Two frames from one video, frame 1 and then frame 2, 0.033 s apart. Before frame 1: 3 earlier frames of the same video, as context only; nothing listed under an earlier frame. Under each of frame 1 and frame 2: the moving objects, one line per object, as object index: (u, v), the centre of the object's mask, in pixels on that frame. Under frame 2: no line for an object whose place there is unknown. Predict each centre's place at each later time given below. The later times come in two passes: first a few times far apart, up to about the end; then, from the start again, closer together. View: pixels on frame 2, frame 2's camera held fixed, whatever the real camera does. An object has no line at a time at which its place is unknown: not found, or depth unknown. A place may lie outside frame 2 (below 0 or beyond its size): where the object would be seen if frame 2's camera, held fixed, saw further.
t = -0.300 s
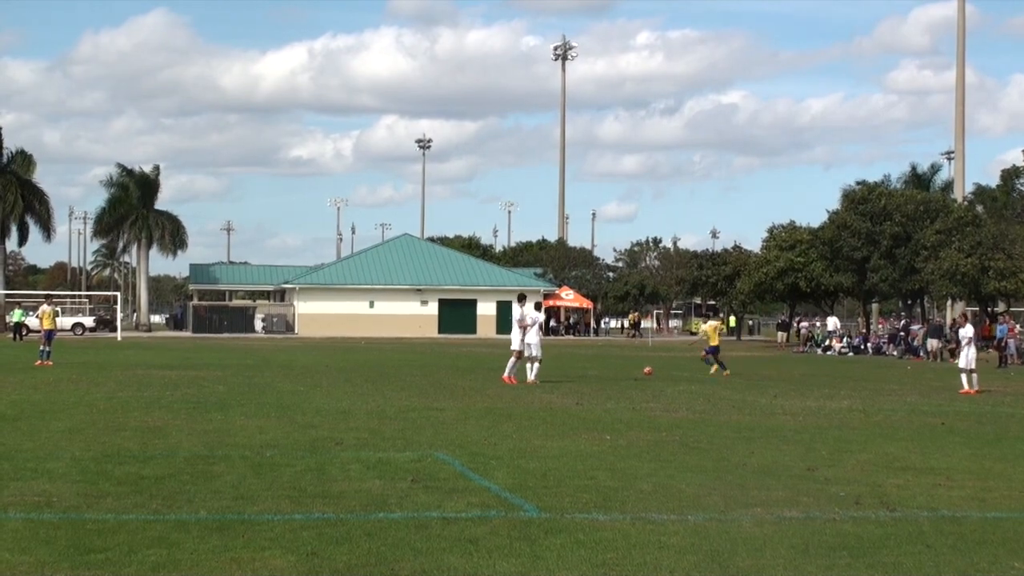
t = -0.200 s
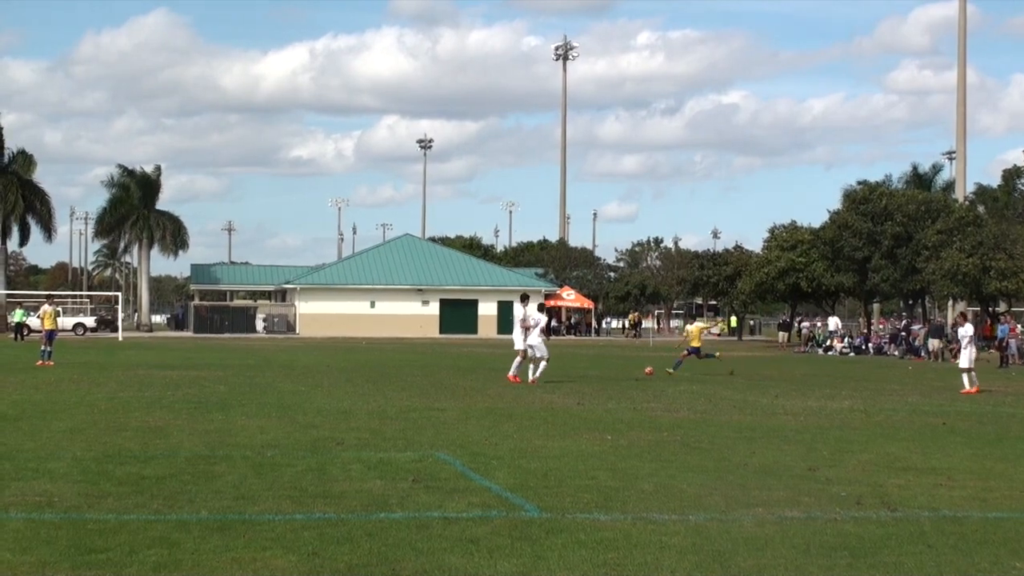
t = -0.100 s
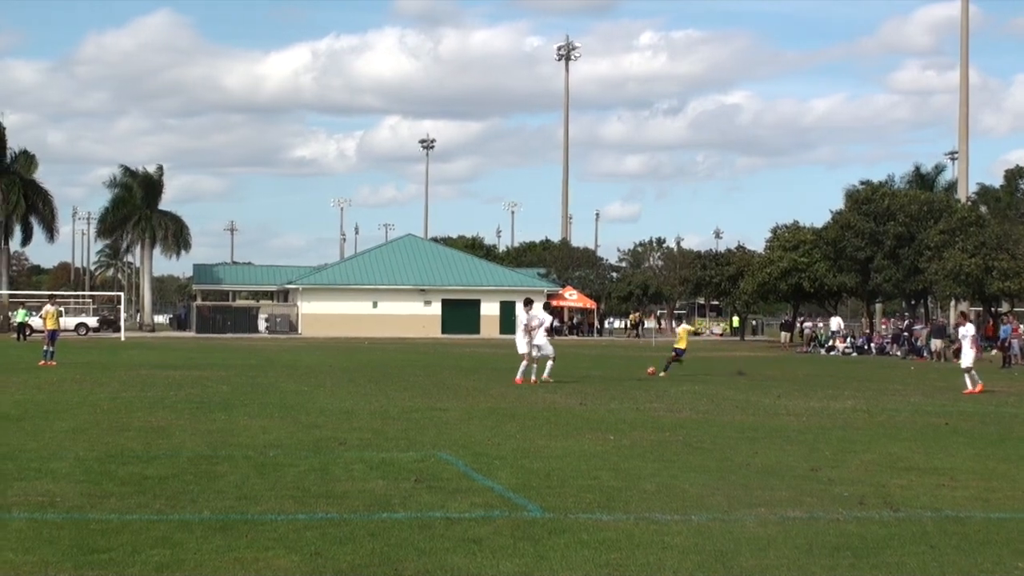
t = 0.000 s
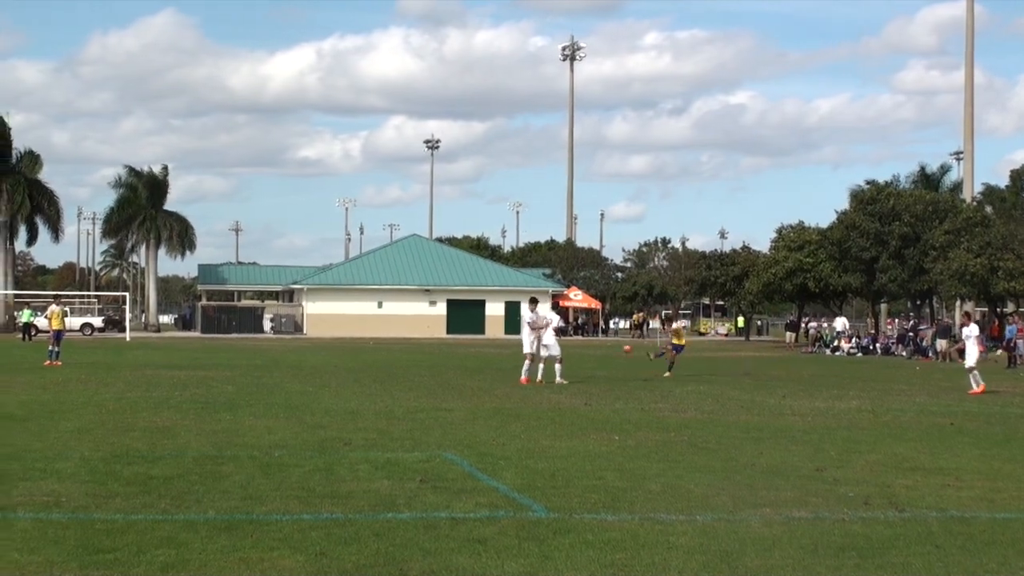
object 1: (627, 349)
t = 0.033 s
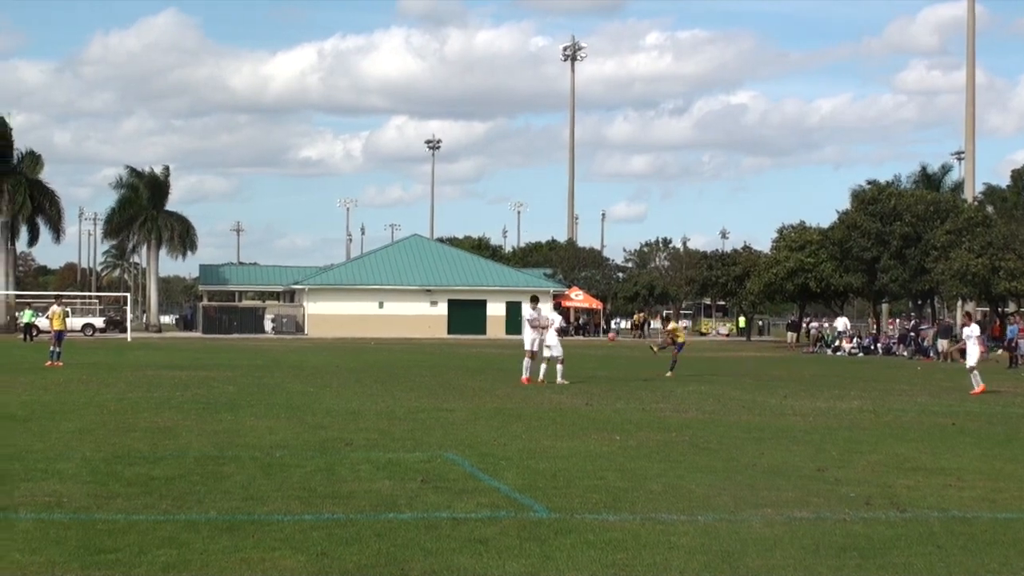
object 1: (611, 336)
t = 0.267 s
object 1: (505, 250)
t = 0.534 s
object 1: (397, 159)
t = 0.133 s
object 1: (565, 297)
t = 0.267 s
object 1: (505, 250)
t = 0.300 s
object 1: (491, 238)
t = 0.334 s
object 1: (478, 226)
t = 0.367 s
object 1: (464, 215)
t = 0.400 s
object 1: (451, 203)
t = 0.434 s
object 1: (438, 192)
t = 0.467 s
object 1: (424, 181)
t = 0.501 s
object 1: (411, 169)
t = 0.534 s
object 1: (397, 159)
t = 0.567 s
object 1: (383, 148)
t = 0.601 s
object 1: (369, 137)
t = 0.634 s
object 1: (354, 126)
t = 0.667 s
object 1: (340, 116)
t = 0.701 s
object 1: (325, 105)
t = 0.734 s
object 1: (311, 95)
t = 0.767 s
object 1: (296, 86)
